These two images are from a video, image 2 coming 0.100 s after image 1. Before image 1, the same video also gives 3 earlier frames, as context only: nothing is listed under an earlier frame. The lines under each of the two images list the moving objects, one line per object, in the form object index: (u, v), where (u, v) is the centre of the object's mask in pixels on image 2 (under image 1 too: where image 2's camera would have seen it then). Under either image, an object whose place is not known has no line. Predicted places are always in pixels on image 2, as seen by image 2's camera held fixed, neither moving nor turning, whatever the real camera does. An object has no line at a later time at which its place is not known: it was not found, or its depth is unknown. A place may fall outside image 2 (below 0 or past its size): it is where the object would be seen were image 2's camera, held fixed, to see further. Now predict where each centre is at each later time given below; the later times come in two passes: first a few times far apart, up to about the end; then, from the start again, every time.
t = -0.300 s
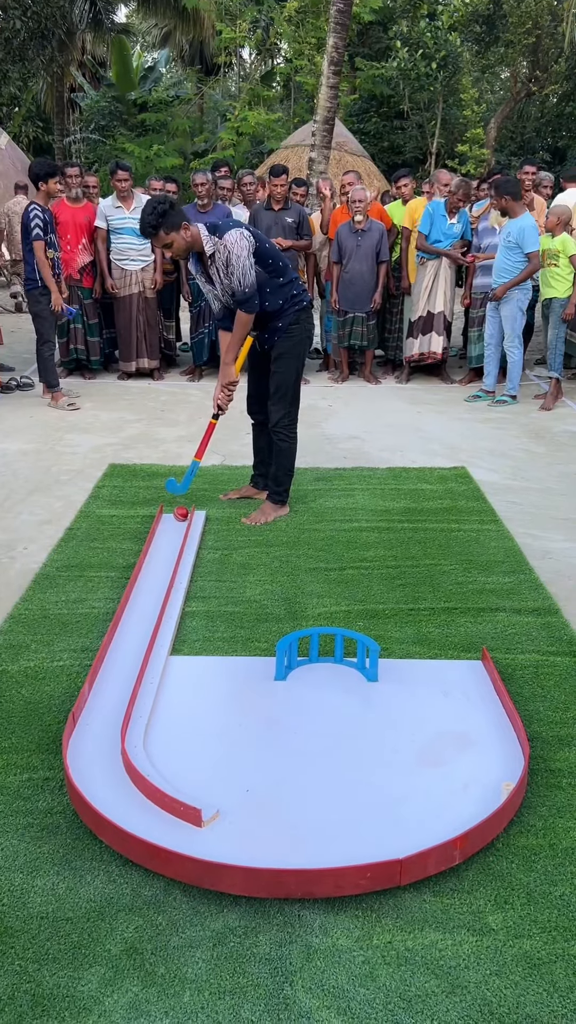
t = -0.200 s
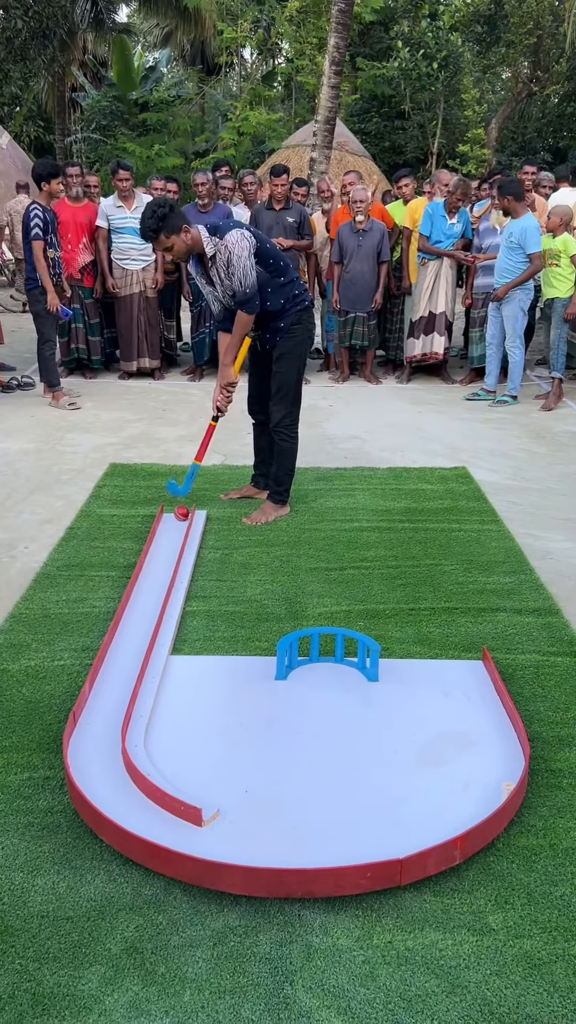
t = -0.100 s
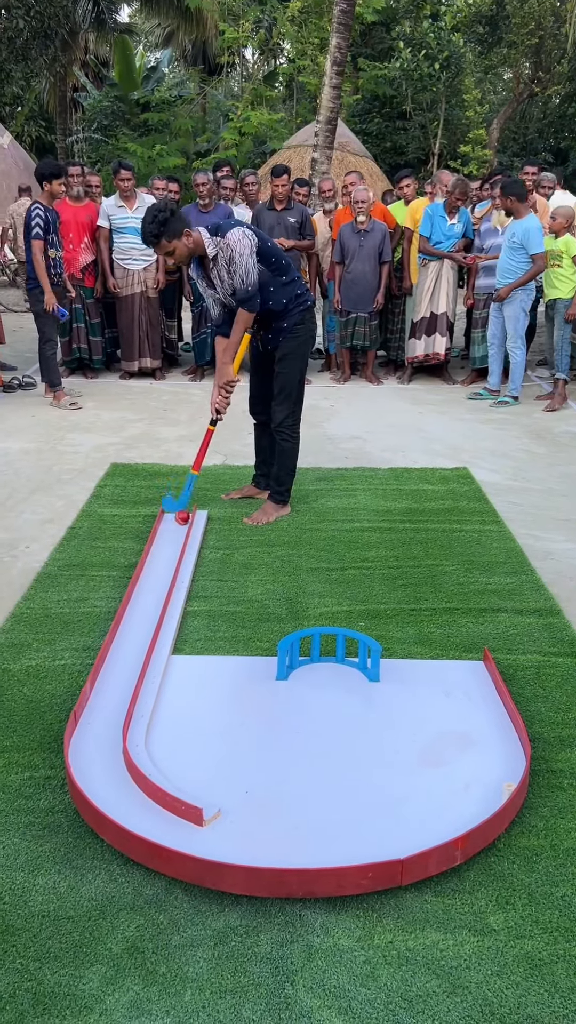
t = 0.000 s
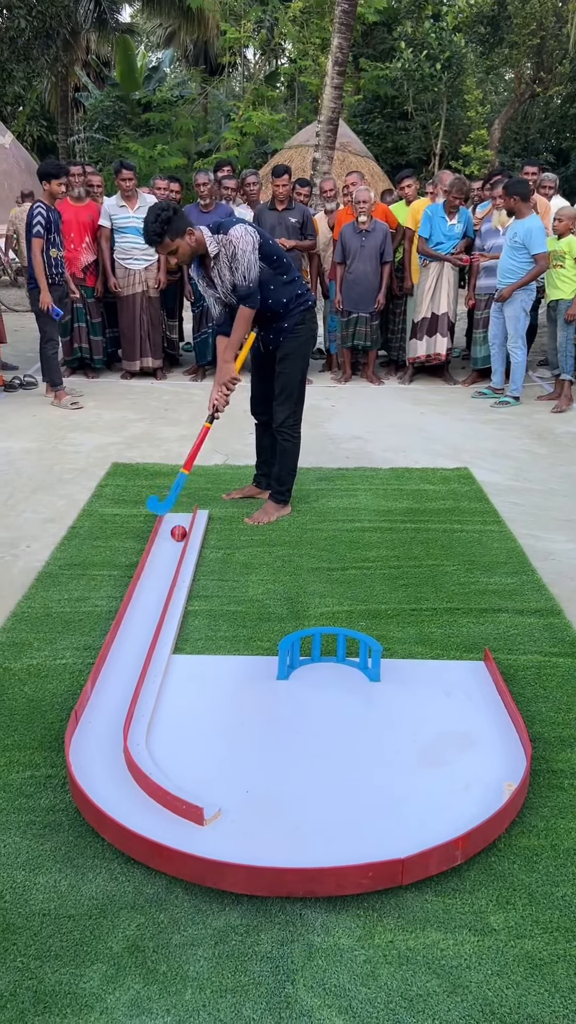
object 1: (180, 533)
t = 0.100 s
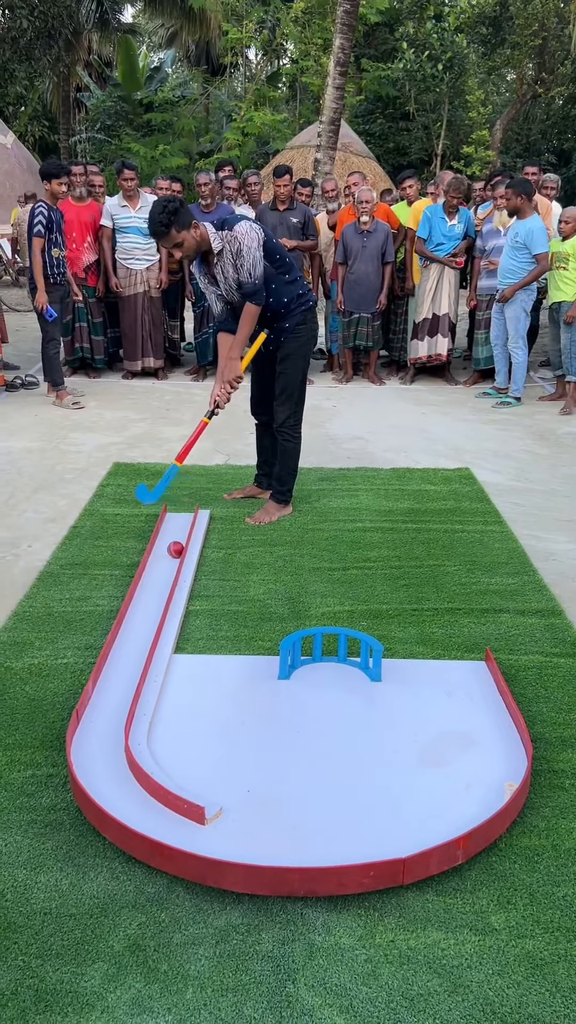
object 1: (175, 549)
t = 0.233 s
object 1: (168, 571)
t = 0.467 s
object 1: (151, 614)
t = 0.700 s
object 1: (133, 664)
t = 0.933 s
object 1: (110, 723)
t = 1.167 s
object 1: (103, 785)
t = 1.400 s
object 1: (153, 825)
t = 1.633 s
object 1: (219, 848)
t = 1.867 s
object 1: (291, 856)
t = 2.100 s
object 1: (357, 852)
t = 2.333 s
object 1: (415, 839)
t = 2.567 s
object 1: (462, 819)
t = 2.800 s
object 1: (488, 795)
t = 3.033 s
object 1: (457, 779)
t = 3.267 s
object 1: (426, 761)
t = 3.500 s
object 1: (398, 740)
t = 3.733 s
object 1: (372, 718)
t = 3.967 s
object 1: (351, 694)
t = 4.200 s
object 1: (331, 671)
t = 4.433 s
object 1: (322, 661)
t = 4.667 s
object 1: (324, 664)
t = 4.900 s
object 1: (328, 662)
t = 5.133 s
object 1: (332, 656)
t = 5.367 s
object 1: (331, 656)
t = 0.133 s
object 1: (174, 554)
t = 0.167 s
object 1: (172, 560)
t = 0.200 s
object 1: (170, 565)
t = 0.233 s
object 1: (168, 571)
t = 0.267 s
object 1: (166, 576)
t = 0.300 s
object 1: (163, 582)
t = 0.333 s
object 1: (161, 588)
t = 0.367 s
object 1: (159, 594)
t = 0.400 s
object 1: (156, 600)
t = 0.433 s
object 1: (154, 607)
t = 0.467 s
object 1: (151, 614)
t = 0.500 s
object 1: (149, 620)
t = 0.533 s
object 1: (146, 627)
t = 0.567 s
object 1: (144, 634)
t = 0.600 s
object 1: (141, 641)
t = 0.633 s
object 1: (139, 648)
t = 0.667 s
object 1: (135, 656)
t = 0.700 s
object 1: (133, 664)
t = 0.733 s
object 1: (130, 671)
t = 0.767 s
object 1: (127, 679)
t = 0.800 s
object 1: (123, 688)
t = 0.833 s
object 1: (120, 696)
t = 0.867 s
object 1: (117, 705)
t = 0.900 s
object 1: (113, 714)
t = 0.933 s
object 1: (110, 723)
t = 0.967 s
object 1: (106, 732)
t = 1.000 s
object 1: (103, 742)
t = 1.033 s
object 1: (99, 751)
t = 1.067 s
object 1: (95, 762)
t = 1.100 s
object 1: (91, 772)
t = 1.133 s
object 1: (95, 779)
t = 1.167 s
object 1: (103, 785)
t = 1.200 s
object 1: (110, 792)
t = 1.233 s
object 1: (117, 798)
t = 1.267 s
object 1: (123, 804)
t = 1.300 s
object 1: (130, 811)
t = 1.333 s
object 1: (136, 816)
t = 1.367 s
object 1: (144, 821)
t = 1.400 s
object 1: (153, 825)
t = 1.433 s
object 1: (163, 829)
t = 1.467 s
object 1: (172, 833)
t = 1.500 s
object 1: (181, 836)
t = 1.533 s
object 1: (190, 840)
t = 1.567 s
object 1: (200, 843)
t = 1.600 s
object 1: (210, 846)
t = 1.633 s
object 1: (219, 848)
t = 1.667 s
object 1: (229, 850)
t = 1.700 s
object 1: (240, 852)
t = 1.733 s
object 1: (250, 853)
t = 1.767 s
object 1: (261, 854)
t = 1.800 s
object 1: (271, 855)
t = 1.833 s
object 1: (281, 855)
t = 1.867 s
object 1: (291, 856)
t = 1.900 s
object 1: (301, 856)
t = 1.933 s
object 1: (311, 856)
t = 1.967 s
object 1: (321, 856)
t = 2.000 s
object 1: (330, 855)
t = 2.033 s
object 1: (339, 854)
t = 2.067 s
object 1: (348, 853)
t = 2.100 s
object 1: (357, 852)
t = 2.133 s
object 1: (366, 851)
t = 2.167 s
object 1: (375, 849)
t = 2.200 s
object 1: (383, 848)
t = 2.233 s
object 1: (392, 846)
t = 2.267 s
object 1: (400, 844)
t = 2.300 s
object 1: (407, 842)
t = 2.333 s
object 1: (415, 839)
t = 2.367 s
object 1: (422, 837)
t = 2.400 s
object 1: (429, 834)
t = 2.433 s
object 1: (436, 831)
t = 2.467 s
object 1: (443, 828)
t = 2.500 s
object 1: (450, 825)
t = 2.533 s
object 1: (456, 822)
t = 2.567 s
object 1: (462, 819)
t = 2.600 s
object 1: (468, 815)
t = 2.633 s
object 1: (473, 812)
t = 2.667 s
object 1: (478, 808)
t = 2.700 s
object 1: (483, 804)
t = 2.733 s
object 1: (488, 800)
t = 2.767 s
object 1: (493, 796)
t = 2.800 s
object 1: (488, 795)
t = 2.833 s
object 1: (484, 794)
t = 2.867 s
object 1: (479, 791)
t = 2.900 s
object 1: (475, 788)
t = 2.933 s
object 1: (470, 786)
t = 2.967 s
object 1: (466, 784)
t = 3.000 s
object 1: (461, 782)
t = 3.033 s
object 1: (457, 779)
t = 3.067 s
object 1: (452, 777)
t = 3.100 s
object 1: (448, 774)
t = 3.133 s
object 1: (444, 771)
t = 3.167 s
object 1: (439, 769)
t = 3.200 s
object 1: (435, 766)
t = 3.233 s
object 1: (430, 764)
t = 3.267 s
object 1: (426, 761)
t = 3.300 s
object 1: (421, 758)
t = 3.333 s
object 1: (417, 755)
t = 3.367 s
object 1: (413, 753)
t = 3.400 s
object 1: (409, 749)
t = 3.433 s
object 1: (406, 746)
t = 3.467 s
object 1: (402, 743)
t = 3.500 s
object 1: (398, 740)
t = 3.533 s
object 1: (394, 737)
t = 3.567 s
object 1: (391, 734)
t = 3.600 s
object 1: (387, 731)
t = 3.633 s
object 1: (383, 728)
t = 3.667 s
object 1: (380, 724)
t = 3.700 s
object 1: (376, 721)
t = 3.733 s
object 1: (372, 718)
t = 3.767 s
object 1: (369, 714)
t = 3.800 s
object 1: (366, 711)
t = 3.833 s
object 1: (363, 708)
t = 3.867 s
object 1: (360, 705)
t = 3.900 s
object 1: (356, 701)
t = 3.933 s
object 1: (354, 698)
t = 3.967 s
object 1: (351, 694)
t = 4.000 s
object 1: (348, 691)
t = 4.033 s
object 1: (345, 688)
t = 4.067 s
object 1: (342, 685)
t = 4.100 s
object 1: (339, 681)
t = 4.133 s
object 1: (337, 678)
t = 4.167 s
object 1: (334, 674)
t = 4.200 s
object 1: (331, 671)
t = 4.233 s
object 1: (329, 669)
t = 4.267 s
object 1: (327, 665)
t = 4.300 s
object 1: (325, 662)
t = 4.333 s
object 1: (322, 658)
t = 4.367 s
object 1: (322, 658)
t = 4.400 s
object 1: (322, 660)
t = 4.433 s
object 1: (322, 661)
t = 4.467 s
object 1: (323, 662)
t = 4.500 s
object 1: (323, 662)
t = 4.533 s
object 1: (323, 663)
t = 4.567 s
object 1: (323, 664)
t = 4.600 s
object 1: (323, 664)
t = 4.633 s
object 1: (323, 664)
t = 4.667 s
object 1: (324, 664)
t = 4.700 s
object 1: (324, 664)
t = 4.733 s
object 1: (325, 664)
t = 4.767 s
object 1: (325, 664)
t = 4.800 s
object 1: (326, 663)
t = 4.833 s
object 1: (327, 663)
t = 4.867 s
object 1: (327, 662)
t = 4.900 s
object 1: (328, 662)
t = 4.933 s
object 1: (329, 661)
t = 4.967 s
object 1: (330, 660)
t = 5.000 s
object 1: (330, 659)
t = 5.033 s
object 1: (331, 659)
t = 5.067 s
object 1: (332, 658)
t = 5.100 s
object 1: (332, 657)
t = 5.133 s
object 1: (332, 656)
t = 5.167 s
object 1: (331, 656)
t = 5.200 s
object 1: (331, 656)
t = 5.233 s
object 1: (330, 656)
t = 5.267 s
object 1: (330, 656)
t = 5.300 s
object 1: (330, 657)
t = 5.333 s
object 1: (331, 656)
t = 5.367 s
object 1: (331, 656)
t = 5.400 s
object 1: (331, 656)
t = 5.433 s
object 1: (332, 656)
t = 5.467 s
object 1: (331, 656)
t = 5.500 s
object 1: (331, 656)
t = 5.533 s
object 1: (331, 656)
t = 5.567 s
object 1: (331, 656)
